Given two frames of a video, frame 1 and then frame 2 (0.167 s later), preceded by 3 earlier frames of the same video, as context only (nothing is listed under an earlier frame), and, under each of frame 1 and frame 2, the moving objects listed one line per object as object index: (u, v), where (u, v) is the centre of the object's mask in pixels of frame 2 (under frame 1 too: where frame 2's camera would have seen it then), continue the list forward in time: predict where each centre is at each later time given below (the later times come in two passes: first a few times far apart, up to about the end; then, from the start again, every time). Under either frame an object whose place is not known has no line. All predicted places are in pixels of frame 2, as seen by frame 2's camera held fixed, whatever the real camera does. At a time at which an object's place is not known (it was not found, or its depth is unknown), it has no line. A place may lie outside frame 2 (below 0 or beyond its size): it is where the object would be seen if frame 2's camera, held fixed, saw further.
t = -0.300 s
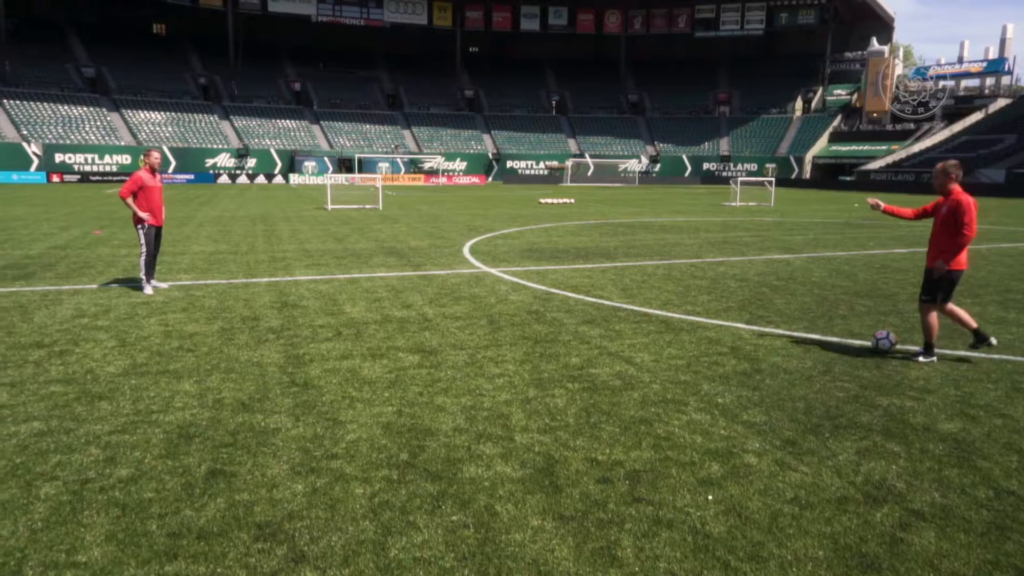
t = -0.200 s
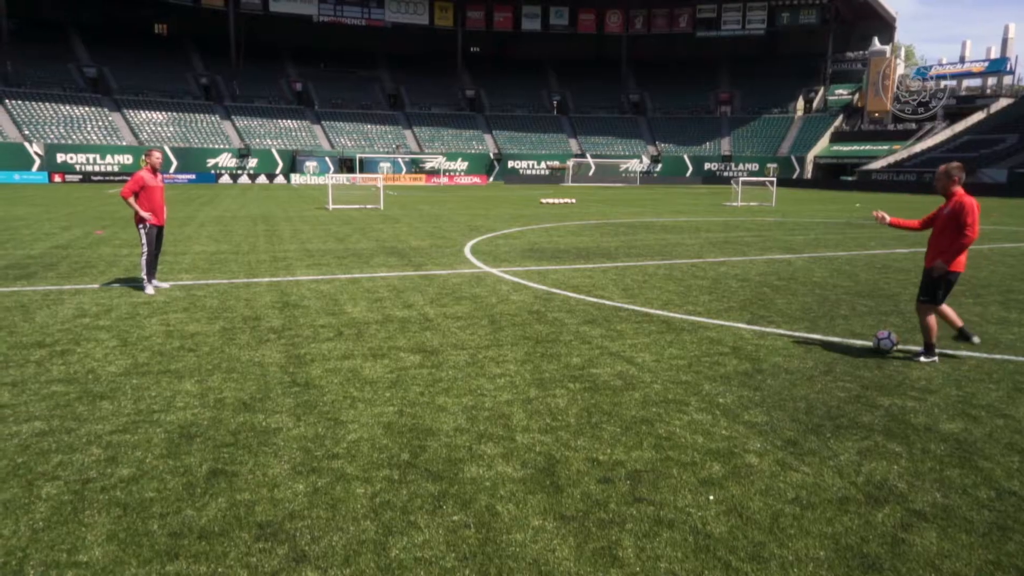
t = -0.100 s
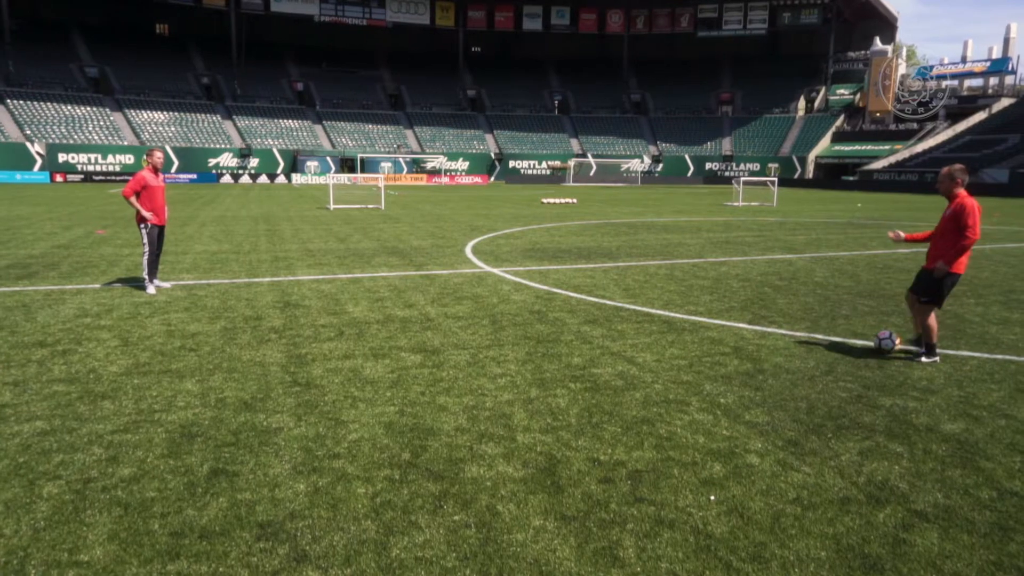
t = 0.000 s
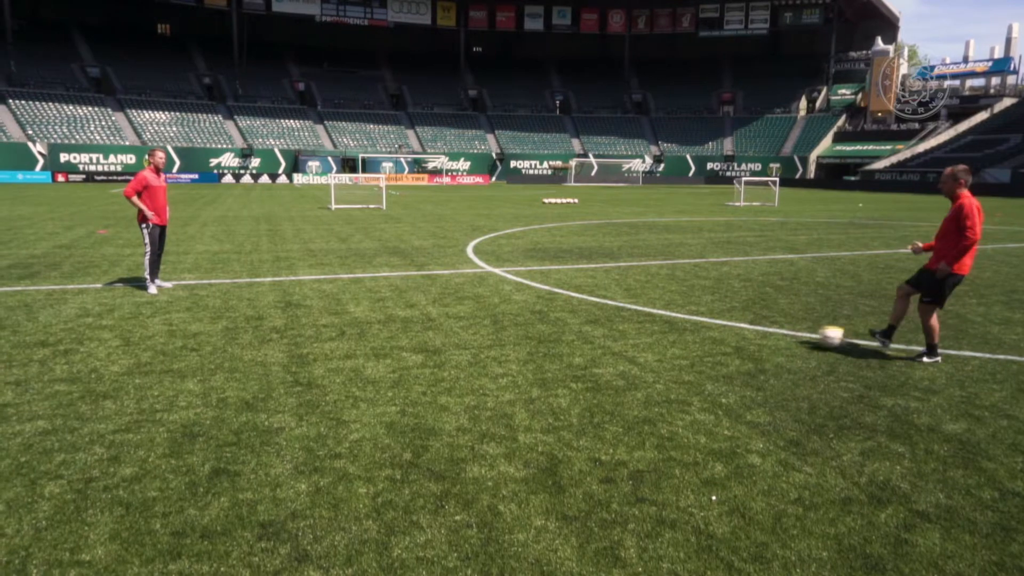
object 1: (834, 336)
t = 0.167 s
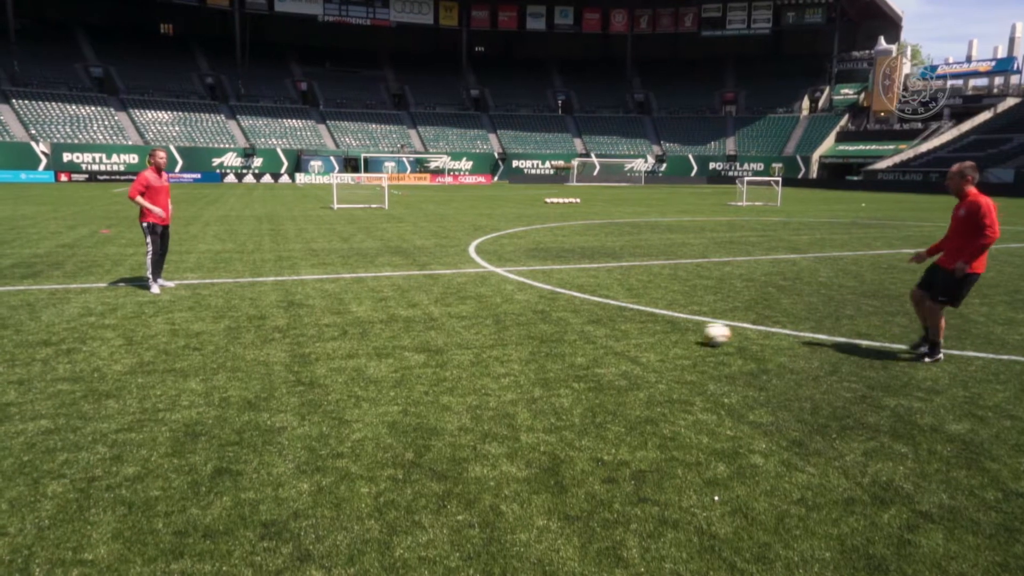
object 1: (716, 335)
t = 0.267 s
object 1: (658, 331)
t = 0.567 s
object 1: (516, 326)
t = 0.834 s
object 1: (415, 323)
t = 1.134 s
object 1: (315, 319)
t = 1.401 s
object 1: (237, 316)
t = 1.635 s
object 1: (178, 314)
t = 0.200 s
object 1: (696, 333)
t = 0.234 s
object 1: (675, 333)
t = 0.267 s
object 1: (658, 331)
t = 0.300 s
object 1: (640, 331)
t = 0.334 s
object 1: (621, 331)
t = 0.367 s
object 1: (605, 330)
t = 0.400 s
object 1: (589, 329)
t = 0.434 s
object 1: (574, 328)
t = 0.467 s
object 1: (558, 329)
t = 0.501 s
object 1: (544, 328)
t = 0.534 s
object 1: (530, 327)
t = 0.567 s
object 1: (516, 326)
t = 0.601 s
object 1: (502, 326)
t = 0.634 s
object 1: (489, 326)
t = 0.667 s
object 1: (476, 326)
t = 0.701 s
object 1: (463, 325)
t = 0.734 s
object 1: (450, 324)
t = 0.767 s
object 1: (438, 324)
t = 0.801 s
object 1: (427, 323)
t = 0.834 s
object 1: (415, 323)
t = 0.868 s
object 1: (402, 323)
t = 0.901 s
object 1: (391, 322)
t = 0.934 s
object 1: (380, 321)
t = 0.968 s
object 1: (368, 320)
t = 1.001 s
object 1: (358, 320)
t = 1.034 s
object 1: (346, 320)
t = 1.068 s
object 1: (336, 320)
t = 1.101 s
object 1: (325, 320)
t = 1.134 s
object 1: (315, 319)
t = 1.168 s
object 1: (304, 319)
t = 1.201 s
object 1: (294, 318)
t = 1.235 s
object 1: (285, 318)
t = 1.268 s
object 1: (275, 318)
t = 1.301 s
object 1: (265, 317)
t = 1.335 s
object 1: (256, 316)
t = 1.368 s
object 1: (247, 316)
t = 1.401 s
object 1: (237, 316)
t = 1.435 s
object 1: (228, 316)
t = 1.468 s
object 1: (219, 315)
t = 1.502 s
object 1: (211, 314)
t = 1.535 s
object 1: (202, 315)
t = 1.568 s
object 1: (194, 315)
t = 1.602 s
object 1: (186, 314)
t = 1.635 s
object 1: (178, 314)
